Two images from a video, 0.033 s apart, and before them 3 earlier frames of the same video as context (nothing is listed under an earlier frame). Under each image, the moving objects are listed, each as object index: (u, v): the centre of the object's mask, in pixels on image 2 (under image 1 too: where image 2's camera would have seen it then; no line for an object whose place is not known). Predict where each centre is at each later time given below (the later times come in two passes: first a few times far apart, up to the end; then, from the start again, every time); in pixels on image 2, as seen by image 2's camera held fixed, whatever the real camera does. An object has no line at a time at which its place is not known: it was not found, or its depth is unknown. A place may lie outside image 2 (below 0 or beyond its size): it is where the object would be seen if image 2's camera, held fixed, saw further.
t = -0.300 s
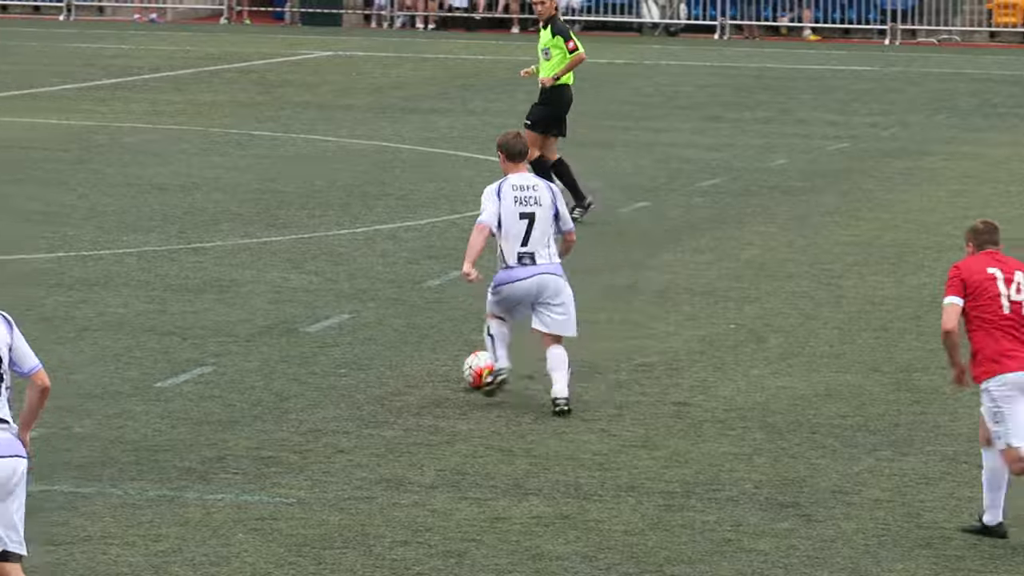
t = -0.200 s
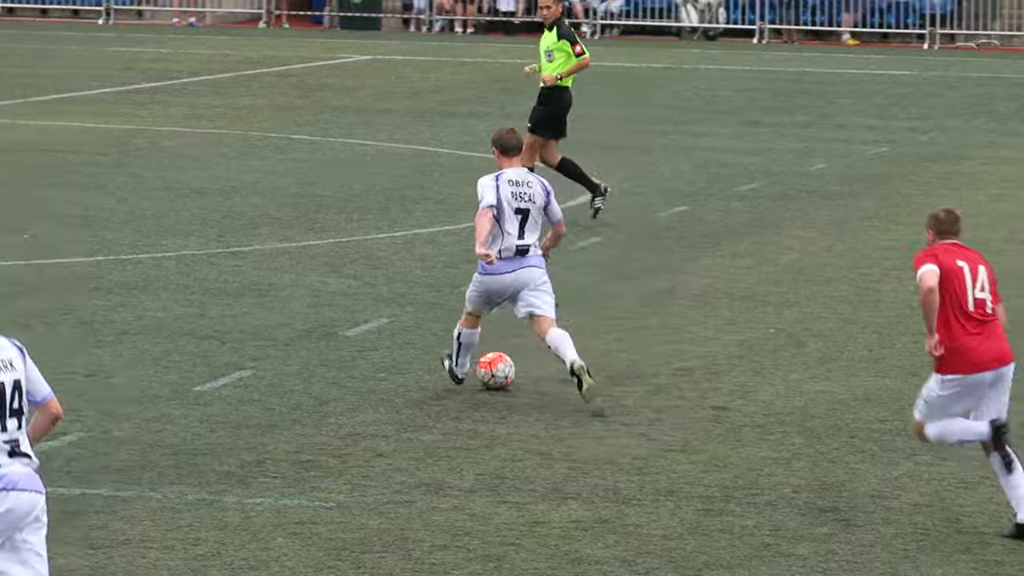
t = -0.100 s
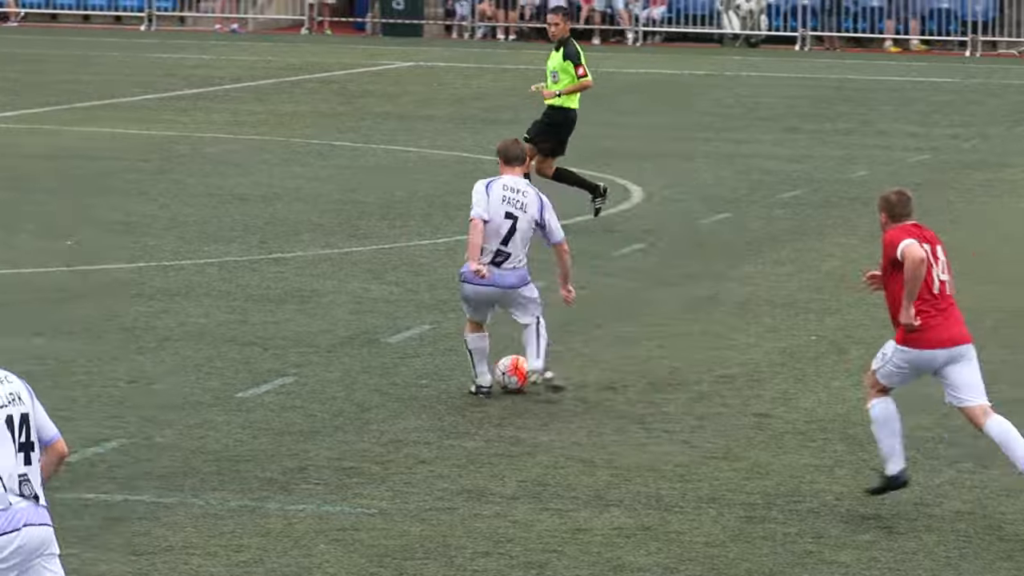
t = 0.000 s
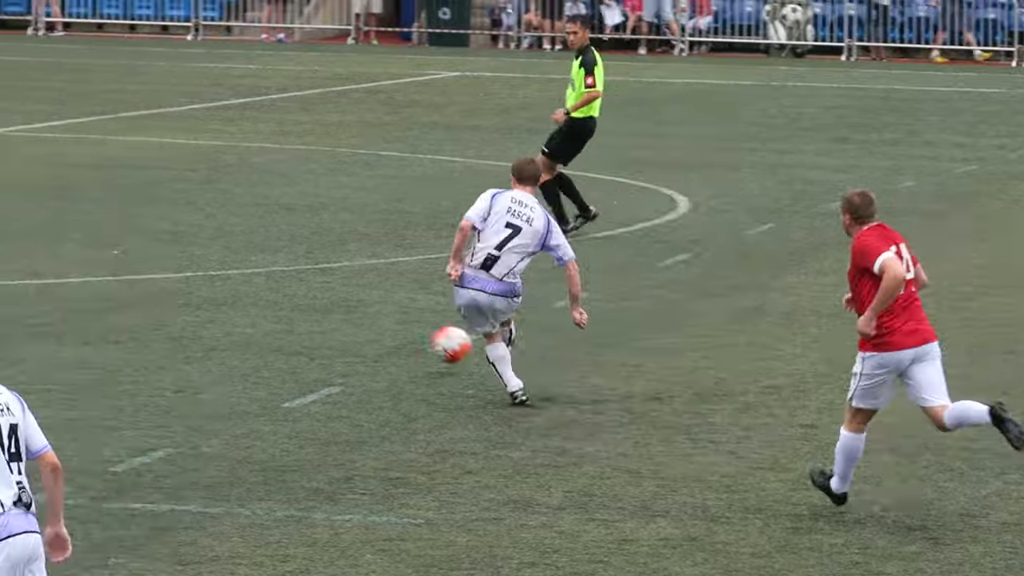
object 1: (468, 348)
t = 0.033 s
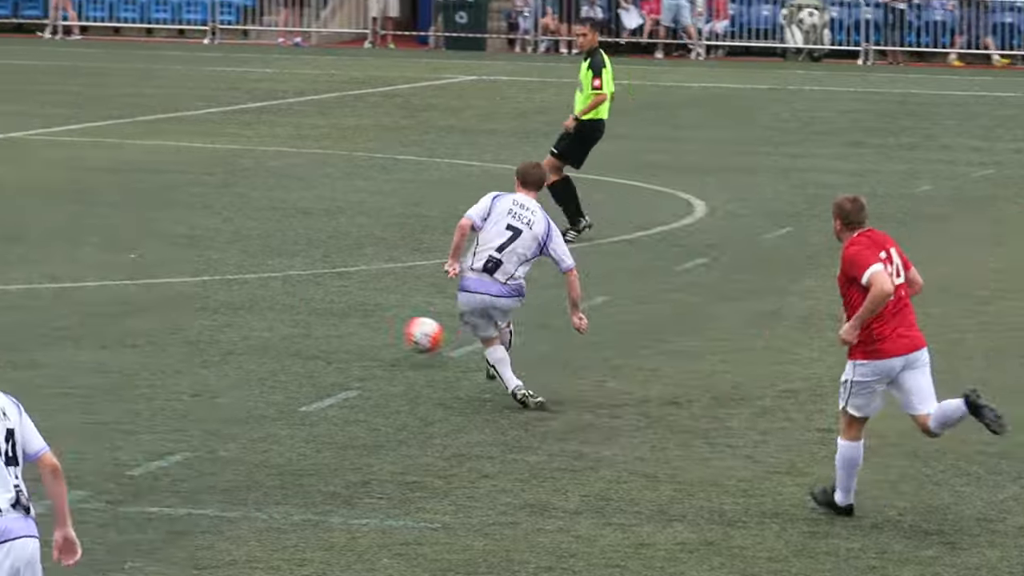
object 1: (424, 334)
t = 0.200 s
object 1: (223, 291)
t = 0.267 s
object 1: (157, 268)
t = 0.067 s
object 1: (380, 324)
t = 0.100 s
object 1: (338, 316)
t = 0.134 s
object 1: (296, 311)
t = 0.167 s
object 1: (257, 306)
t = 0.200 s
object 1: (223, 291)
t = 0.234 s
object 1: (190, 278)
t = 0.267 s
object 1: (157, 268)
